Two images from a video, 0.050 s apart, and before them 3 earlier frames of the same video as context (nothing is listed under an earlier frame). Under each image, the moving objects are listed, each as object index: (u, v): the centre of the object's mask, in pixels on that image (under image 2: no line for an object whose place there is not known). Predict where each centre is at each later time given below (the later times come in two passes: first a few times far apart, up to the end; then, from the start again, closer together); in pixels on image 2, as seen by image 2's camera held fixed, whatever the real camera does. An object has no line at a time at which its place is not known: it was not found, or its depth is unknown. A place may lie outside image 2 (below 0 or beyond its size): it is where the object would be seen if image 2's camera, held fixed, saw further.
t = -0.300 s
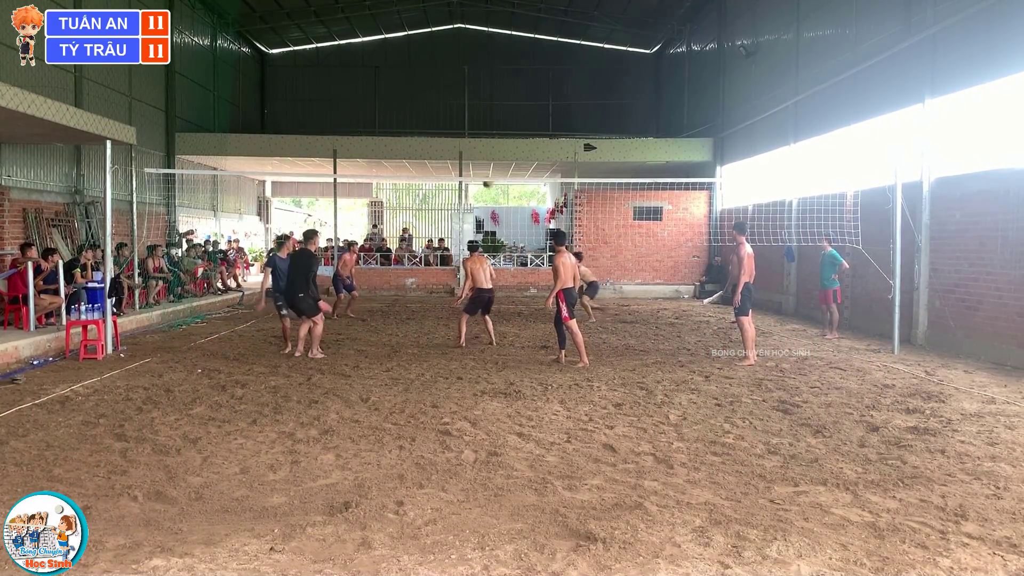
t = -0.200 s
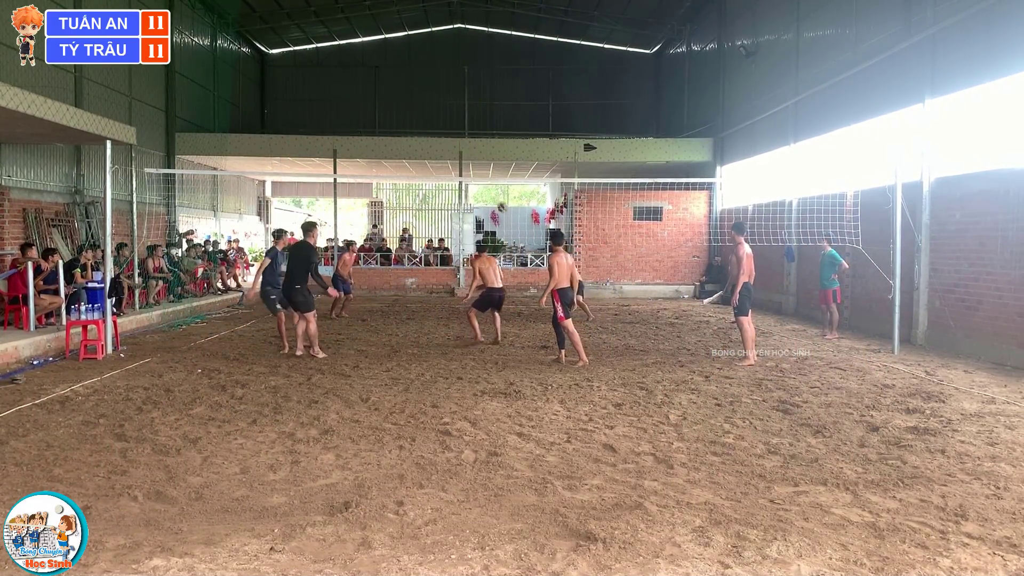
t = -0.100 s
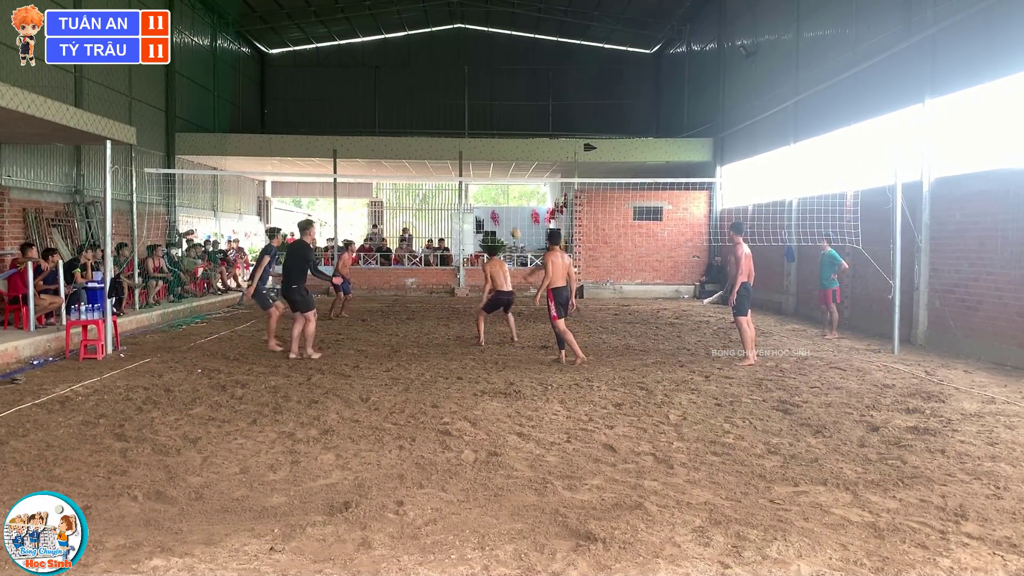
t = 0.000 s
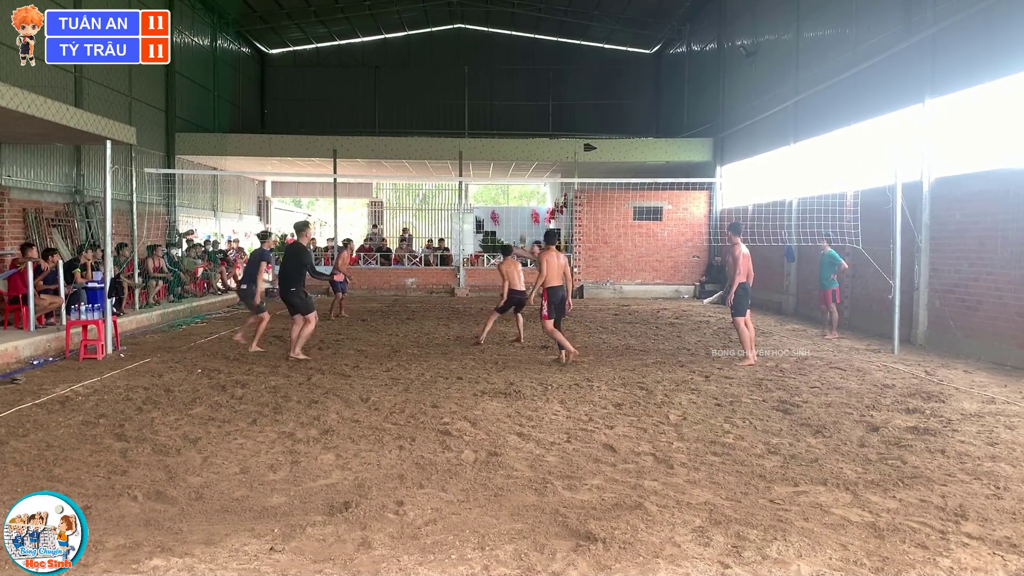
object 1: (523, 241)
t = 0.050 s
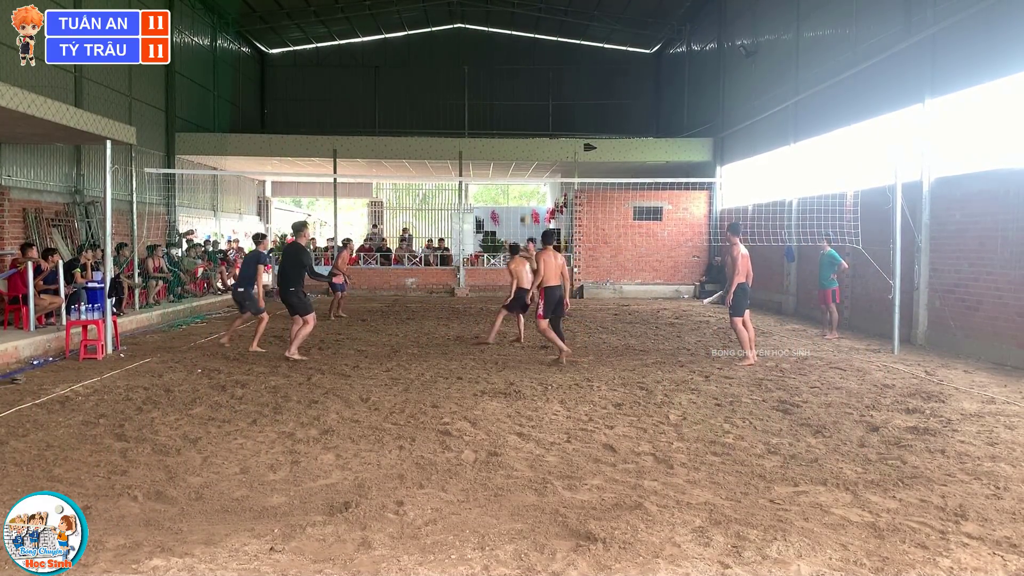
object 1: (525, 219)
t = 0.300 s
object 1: (531, 136)
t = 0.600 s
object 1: (539, 74)
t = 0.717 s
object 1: (543, 62)
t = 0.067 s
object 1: (524, 213)
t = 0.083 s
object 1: (524, 208)
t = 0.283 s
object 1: (529, 141)
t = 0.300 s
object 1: (531, 136)
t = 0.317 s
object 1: (531, 133)
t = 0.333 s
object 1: (531, 127)
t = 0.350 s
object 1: (532, 123)
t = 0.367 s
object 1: (533, 119)
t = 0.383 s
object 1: (534, 115)
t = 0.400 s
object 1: (534, 112)
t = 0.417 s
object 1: (534, 108)
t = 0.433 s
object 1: (534, 104)
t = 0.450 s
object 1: (535, 100)
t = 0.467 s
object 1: (535, 97)
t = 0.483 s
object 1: (535, 94)
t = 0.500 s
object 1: (536, 90)
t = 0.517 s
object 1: (537, 87)
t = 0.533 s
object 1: (538, 84)
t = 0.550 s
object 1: (538, 82)
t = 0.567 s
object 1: (538, 79)
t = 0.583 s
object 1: (538, 77)
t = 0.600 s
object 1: (539, 74)
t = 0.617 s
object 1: (540, 72)
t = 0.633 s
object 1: (540, 70)
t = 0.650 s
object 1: (541, 68)
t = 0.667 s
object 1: (541, 66)
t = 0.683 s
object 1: (542, 64)
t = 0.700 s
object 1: (543, 63)
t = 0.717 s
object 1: (543, 62)
